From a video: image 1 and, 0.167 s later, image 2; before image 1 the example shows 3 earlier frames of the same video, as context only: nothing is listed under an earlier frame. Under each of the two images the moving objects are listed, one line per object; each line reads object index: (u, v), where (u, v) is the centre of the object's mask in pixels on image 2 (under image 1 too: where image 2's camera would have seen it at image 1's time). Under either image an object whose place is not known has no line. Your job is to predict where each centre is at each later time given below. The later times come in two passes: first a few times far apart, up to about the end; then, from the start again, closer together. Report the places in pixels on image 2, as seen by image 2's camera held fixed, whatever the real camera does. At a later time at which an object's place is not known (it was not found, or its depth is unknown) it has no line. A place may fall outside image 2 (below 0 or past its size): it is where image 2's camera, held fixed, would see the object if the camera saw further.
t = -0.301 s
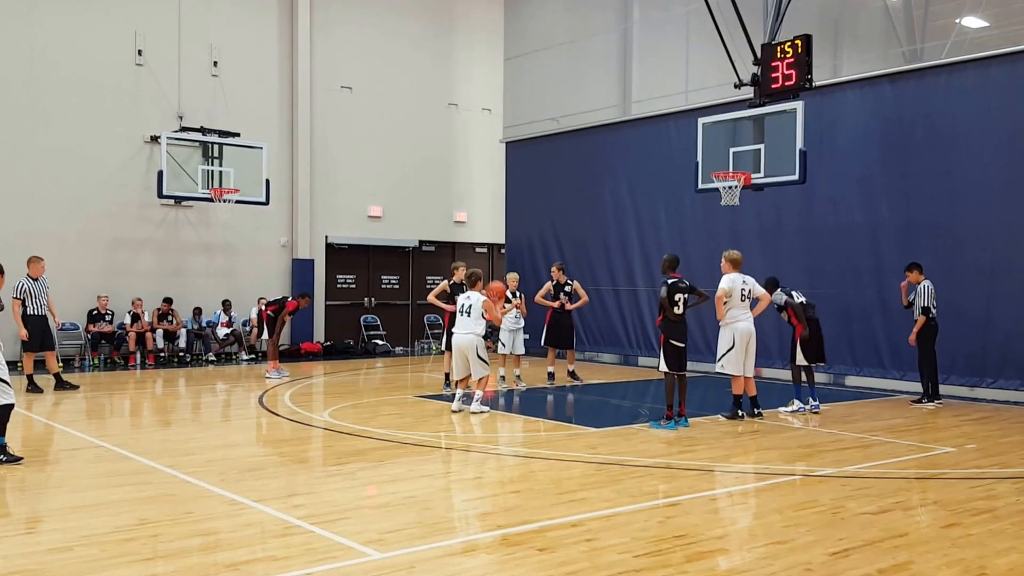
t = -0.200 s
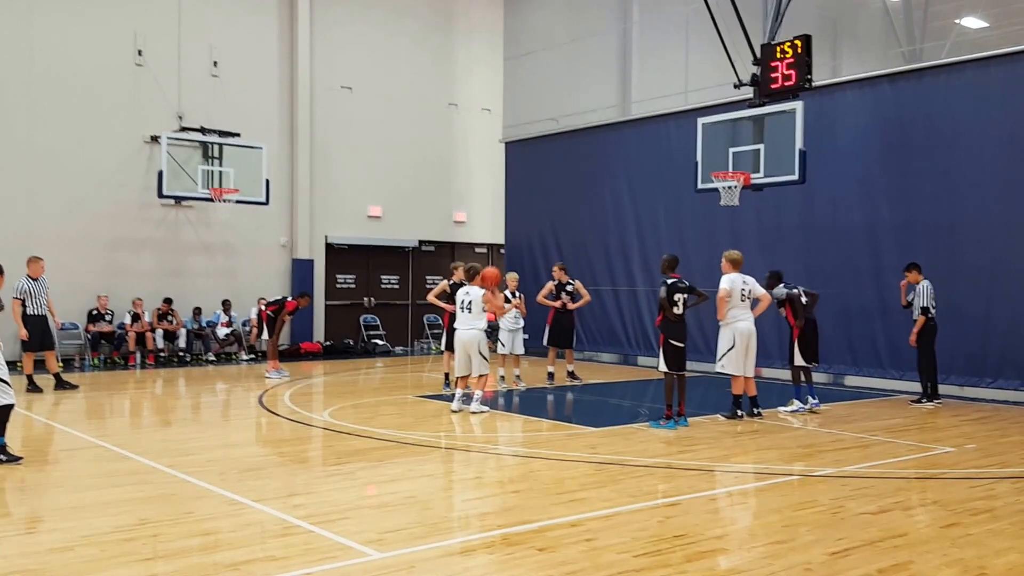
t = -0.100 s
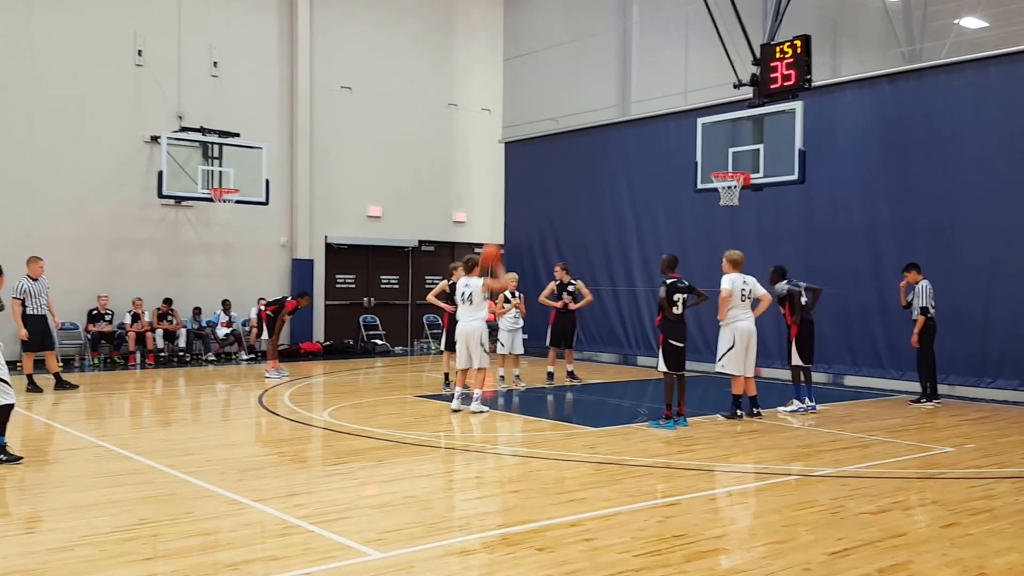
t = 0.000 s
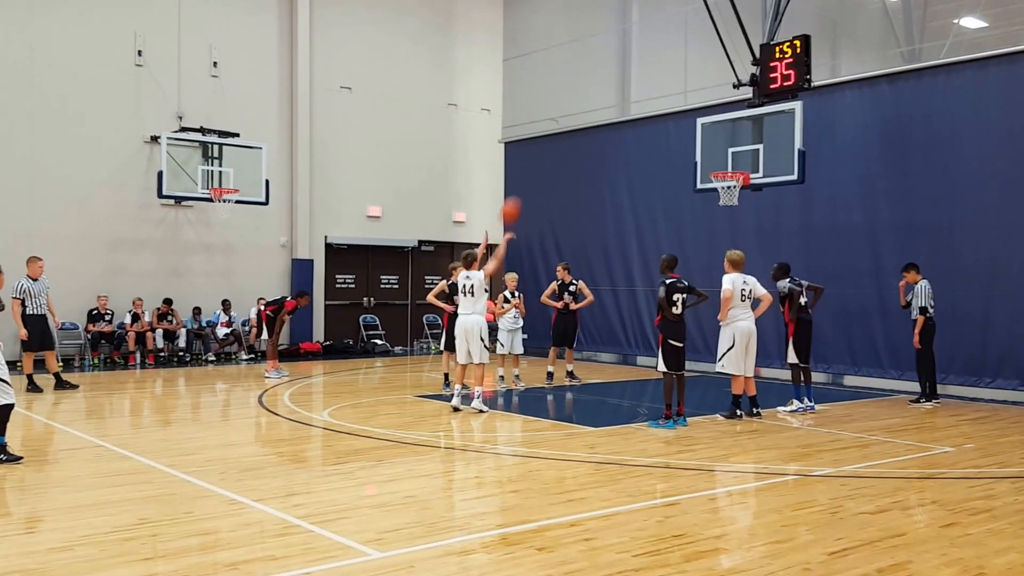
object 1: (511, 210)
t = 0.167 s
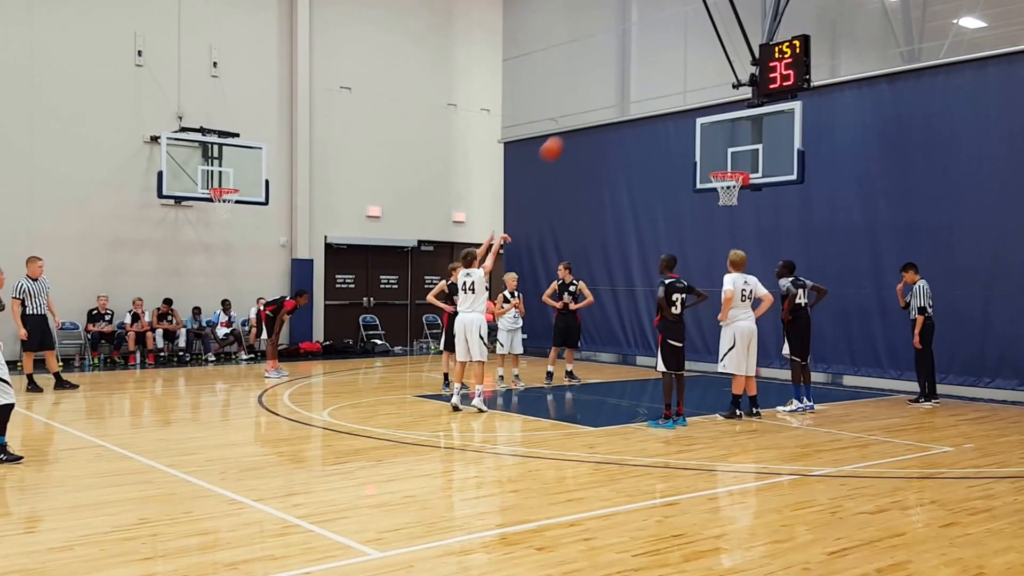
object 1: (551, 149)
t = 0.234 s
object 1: (567, 133)
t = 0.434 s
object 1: (613, 101)
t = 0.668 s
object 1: (660, 104)
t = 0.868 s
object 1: (698, 136)
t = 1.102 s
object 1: (728, 160)
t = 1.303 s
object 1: (736, 165)
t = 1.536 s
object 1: (719, 187)
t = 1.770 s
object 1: (719, 205)
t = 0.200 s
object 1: (559, 140)
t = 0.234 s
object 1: (567, 133)
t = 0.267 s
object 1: (575, 125)
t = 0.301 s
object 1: (583, 118)
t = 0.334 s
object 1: (590, 112)
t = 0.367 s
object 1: (598, 108)
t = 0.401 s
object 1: (605, 104)
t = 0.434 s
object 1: (613, 101)
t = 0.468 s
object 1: (620, 99)
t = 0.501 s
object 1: (626, 98)
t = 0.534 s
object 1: (633, 98)
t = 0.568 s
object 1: (640, 98)
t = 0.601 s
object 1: (647, 100)
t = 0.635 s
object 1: (653, 102)
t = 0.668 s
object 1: (660, 104)
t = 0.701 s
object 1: (667, 108)
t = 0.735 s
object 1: (674, 113)
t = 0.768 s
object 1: (680, 117)
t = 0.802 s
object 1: (685, 122)
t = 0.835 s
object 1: (690, 129)
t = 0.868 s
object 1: (698, 136)
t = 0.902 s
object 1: (704, 145)
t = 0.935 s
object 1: (710, 153)
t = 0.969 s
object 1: (715, 162)
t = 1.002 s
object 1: (719, 163)
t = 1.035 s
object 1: (722, 161)
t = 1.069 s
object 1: (725, 161)
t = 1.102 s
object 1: (728, 160)
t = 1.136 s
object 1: (731, 161)
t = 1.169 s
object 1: (735, 162)
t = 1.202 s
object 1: (738, 163)
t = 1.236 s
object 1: (739, 164)
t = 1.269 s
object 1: (738, 164)
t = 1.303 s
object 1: (736, 165)
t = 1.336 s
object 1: (734, 165)
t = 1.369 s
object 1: (732, 166)
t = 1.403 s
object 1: (729, 167)
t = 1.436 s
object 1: (727, 169)
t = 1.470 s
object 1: (722, 181)
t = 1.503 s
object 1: (721, 184)
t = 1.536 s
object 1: (719, 187)
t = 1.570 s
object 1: (719, 190)
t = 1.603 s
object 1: (718, 190)
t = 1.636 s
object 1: (718, 192)
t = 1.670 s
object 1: (718, 197)
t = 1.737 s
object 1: (719, 201)
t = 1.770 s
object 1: (719, 205)
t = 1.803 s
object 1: (720, 210)
